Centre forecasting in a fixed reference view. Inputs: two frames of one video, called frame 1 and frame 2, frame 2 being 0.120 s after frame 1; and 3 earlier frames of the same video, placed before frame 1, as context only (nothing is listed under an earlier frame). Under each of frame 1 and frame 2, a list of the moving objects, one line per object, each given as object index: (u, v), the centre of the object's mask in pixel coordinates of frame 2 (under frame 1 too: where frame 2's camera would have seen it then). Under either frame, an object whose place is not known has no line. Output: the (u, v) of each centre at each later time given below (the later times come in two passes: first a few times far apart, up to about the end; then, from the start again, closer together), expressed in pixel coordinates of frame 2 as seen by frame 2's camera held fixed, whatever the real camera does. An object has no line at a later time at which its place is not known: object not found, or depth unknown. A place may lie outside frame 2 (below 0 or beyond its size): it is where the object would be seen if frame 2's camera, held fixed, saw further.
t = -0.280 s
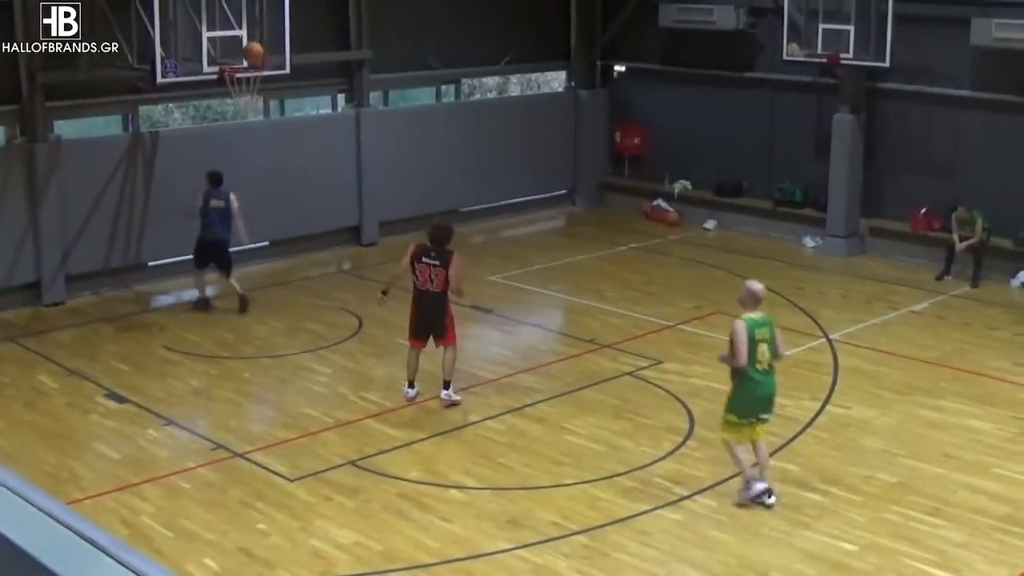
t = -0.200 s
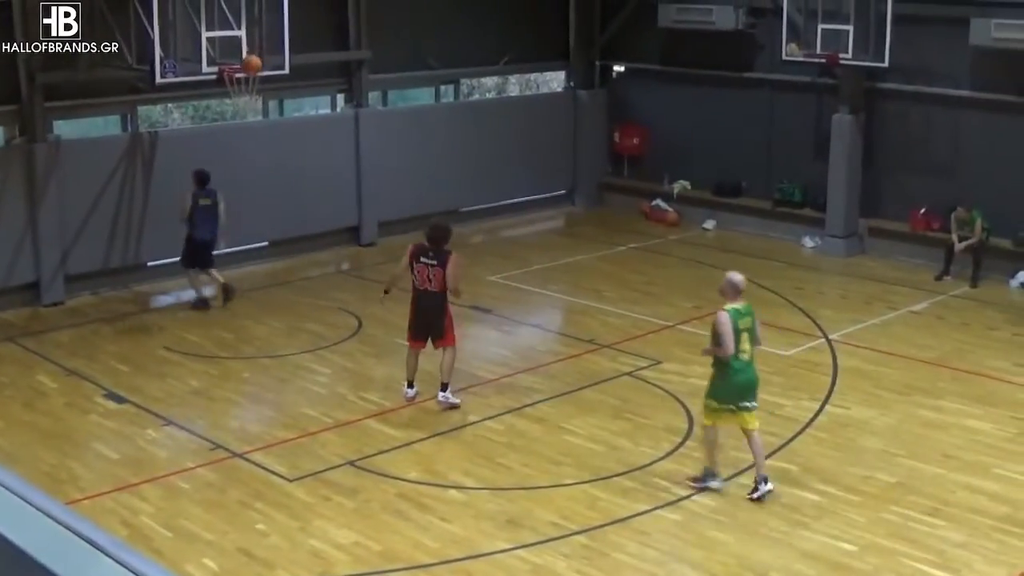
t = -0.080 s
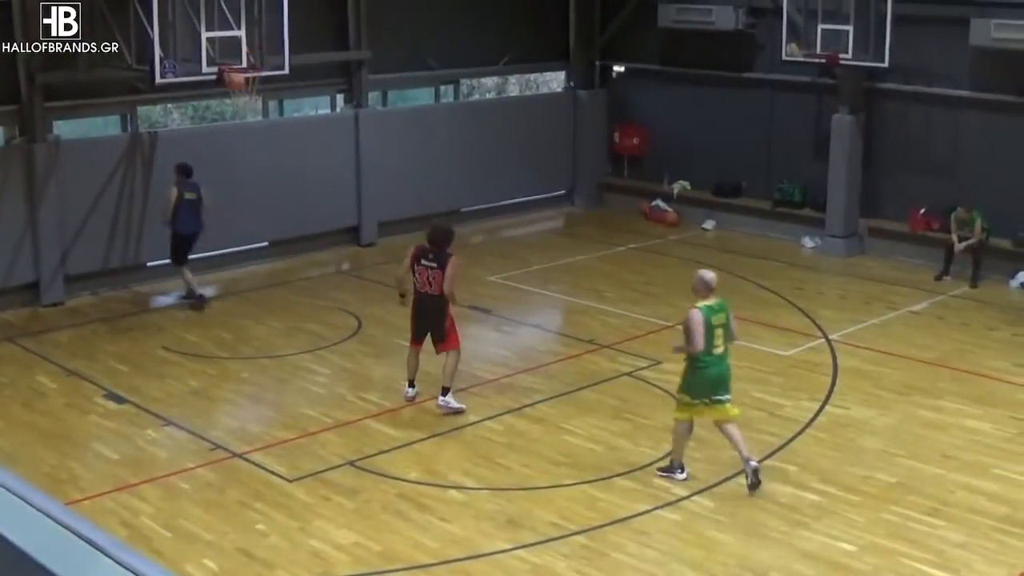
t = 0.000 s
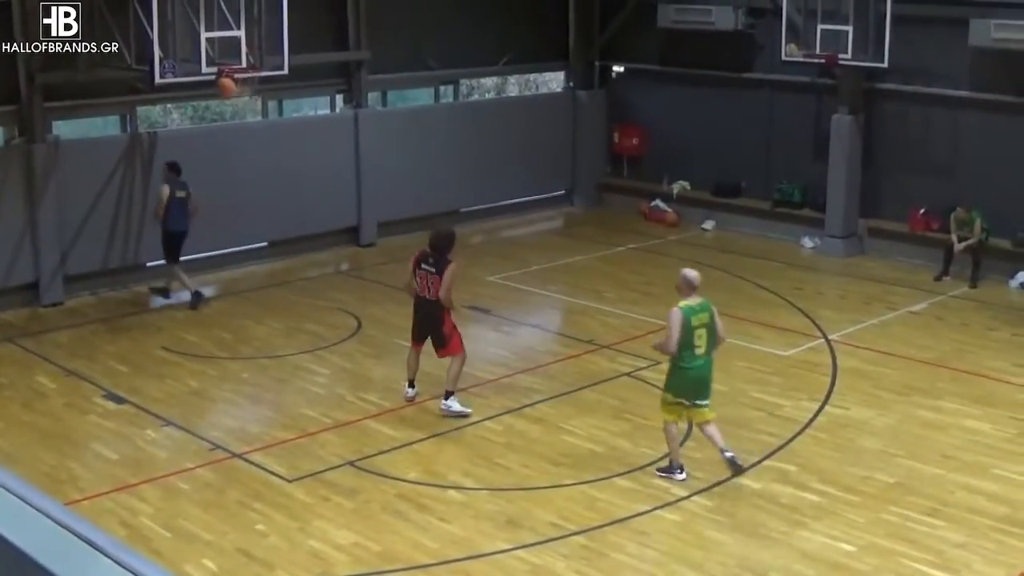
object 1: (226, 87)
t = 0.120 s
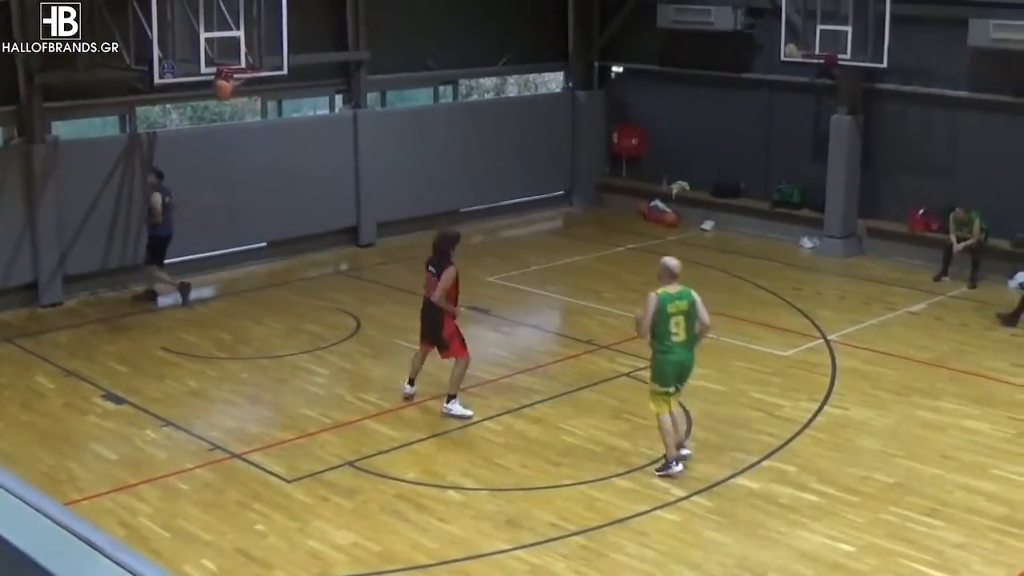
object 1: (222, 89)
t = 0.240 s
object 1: (225, 96)
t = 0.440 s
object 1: (241, 132)
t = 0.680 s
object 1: (260, 216)
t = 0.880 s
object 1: (276, 318)
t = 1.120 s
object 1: (285, 228)
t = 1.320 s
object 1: (293, 187)
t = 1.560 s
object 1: (303, 182)
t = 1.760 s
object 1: (313, 212)
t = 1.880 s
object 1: (321, 245)
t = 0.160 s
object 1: (223, 90)
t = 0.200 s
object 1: (224, 92)
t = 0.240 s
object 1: (225, 96)
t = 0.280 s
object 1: (228, 101)
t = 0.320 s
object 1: (232, 107)
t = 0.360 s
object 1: (234, 113)
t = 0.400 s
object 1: (237, 123)
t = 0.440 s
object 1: (241, 132)
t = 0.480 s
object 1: (243, 143)
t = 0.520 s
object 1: (246, 154)
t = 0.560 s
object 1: (249, 168)
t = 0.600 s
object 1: (253, 183)
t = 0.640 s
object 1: (257, 198)
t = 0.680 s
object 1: (260, 216)
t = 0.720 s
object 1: (266, 235)
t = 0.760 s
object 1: (268, 255)
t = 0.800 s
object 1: (273, 275)
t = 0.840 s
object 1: (276, 295)
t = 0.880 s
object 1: (276, 318)
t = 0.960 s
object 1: (279, 281)
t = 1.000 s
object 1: (281, 267)
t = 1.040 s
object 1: (282, 252)
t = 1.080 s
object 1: (283, 242)
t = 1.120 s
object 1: (285, 228)
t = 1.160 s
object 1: (287, 215)
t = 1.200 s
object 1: (288, 206)
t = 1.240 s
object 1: (289, 197)
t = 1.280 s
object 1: (291, 191)
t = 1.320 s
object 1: (293, 187)
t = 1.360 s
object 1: (295, 183)
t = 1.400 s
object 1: (296, 180)
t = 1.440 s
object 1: (299, 178)
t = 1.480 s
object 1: (300, 178)
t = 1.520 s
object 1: (301, 180)
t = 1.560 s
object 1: (303, 182)
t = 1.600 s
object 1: (305, 185)
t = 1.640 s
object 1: (307, 189)
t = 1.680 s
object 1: (309, 195)
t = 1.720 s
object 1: (311, 202)
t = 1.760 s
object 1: (313, 212)
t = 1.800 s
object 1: (317, 221)
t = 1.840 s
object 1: (319, 233)
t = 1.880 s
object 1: (321, 245)
